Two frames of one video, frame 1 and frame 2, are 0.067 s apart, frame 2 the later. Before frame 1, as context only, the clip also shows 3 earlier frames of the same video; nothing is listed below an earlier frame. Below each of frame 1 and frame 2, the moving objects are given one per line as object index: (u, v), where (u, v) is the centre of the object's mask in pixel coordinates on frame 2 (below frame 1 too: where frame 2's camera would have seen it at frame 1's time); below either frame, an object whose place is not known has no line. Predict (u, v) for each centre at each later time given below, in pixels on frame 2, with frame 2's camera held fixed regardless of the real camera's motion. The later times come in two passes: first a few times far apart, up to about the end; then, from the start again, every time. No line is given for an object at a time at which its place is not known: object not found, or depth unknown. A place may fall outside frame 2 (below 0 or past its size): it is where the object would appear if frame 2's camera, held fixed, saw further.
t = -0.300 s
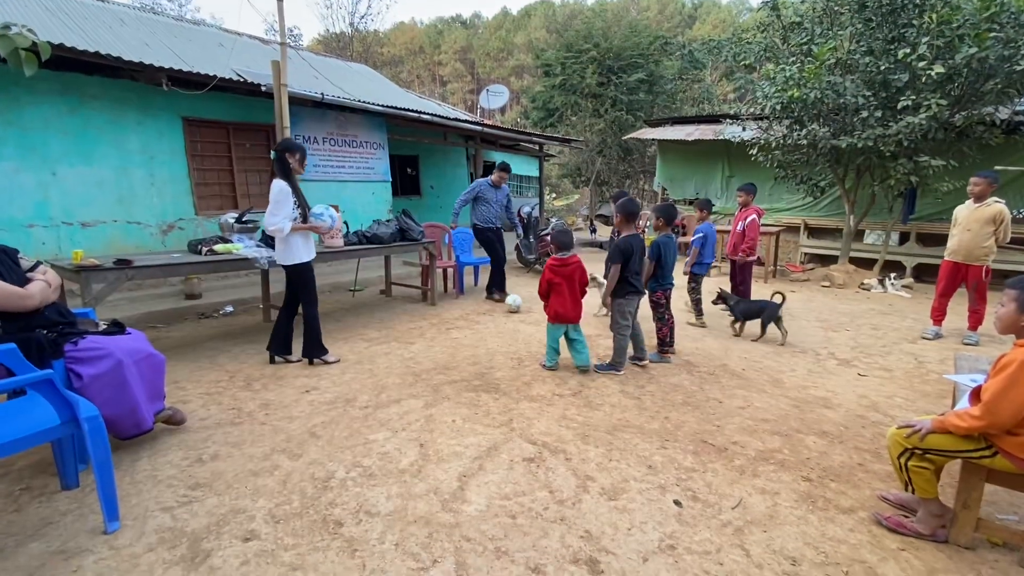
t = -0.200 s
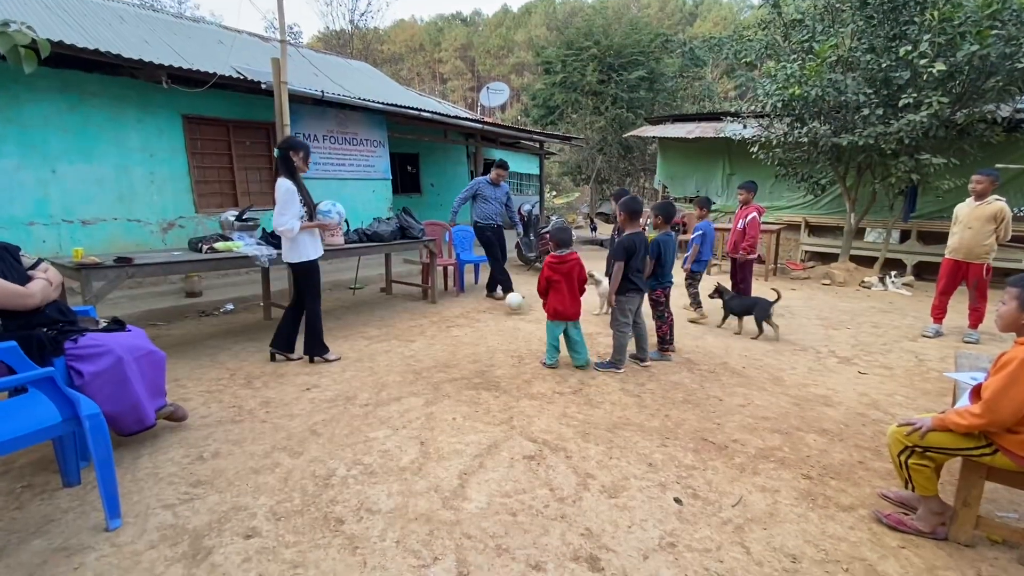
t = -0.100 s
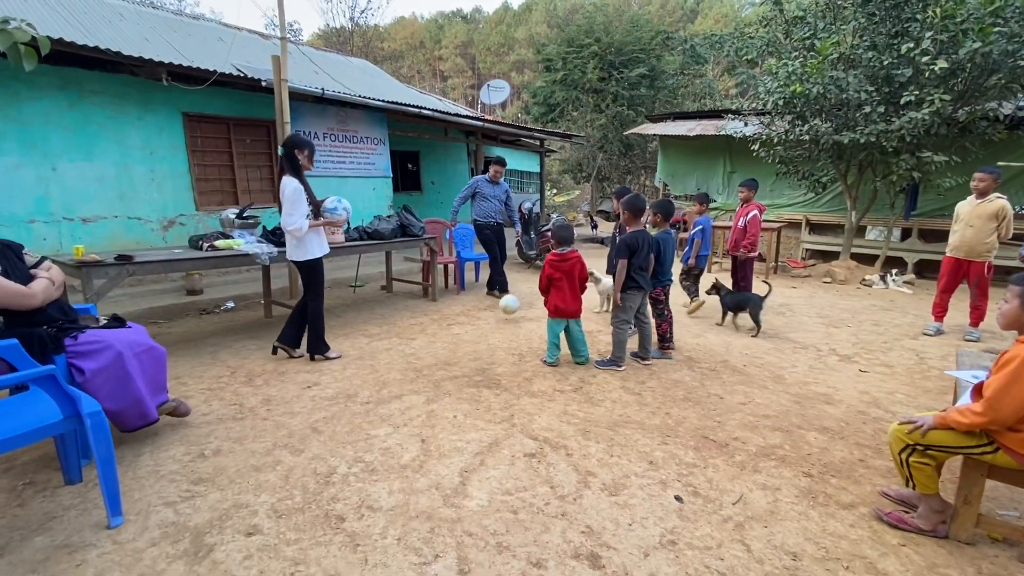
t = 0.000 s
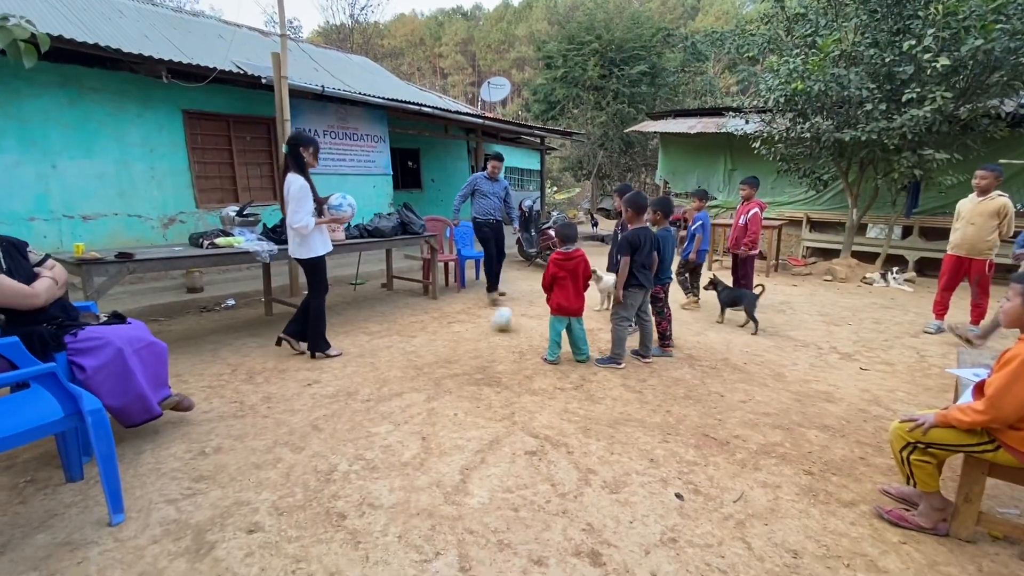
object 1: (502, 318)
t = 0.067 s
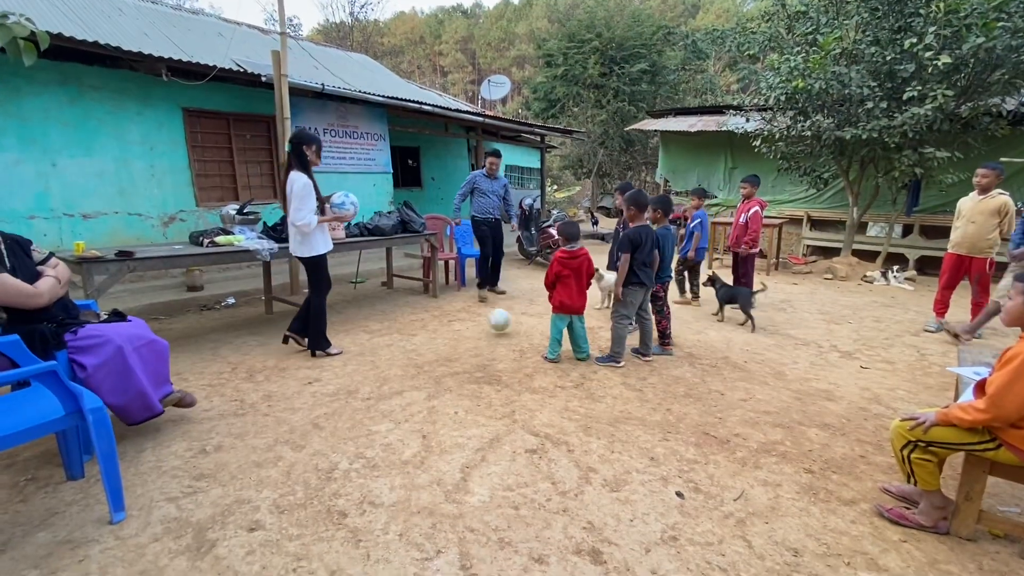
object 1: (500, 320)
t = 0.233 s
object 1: (489, 337)
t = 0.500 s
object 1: (471, 361)
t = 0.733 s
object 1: (445, 394)
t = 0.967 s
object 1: (413, 420)
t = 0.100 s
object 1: (498, 321)
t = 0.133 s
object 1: (496, 323)
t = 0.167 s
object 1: (493, 327)
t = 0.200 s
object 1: (492, 332)
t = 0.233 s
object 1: (489, 337)
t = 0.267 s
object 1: (488, 339)
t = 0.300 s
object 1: (485, 337)
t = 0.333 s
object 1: (483, 340)
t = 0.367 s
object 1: (481, 342)
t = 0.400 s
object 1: (480, 349)
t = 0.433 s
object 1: (477, 354)
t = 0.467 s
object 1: (475, 360)
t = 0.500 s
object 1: (471, 361)
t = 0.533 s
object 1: (468, 362)
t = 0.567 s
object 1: (464, 367)
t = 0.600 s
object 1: (461, 374)
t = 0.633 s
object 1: (457, 380)
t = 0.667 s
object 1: (454, 383)
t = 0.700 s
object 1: (449, 387)
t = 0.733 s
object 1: (445, 394)
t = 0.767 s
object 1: (440, 398)
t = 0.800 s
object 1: (435, 404)
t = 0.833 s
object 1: (430, 411)
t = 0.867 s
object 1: (426, 410)
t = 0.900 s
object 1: (421, 412)
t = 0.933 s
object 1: (418, 415)
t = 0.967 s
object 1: (413, 420)
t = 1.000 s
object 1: (409, 427)
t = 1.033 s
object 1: (404, 439)
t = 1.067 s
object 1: (399, 452)
